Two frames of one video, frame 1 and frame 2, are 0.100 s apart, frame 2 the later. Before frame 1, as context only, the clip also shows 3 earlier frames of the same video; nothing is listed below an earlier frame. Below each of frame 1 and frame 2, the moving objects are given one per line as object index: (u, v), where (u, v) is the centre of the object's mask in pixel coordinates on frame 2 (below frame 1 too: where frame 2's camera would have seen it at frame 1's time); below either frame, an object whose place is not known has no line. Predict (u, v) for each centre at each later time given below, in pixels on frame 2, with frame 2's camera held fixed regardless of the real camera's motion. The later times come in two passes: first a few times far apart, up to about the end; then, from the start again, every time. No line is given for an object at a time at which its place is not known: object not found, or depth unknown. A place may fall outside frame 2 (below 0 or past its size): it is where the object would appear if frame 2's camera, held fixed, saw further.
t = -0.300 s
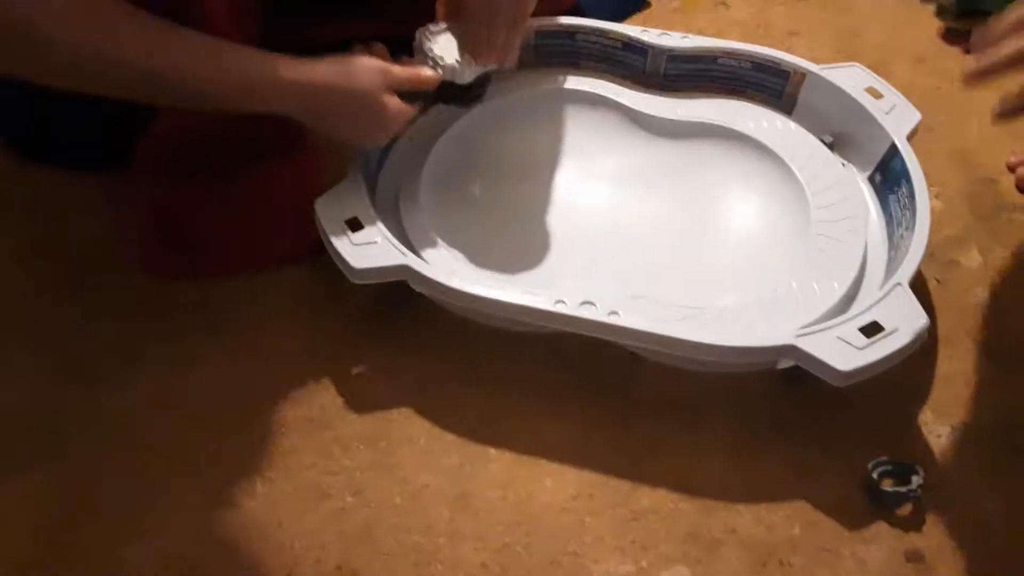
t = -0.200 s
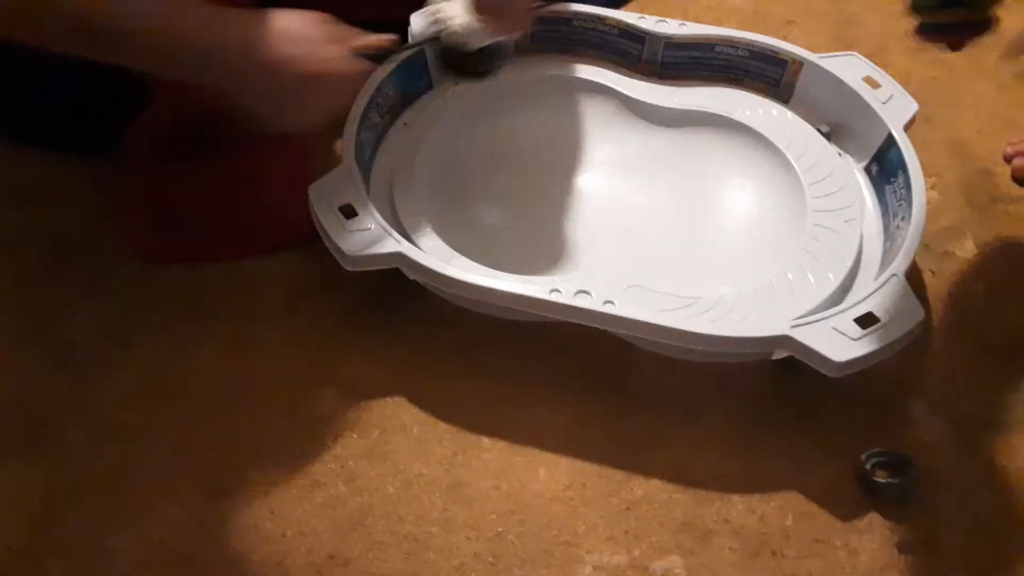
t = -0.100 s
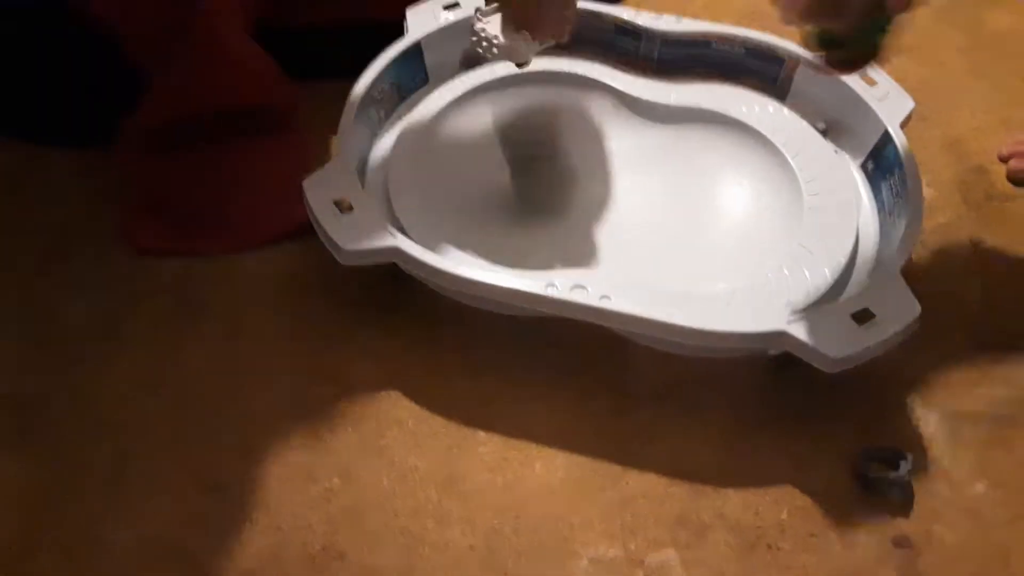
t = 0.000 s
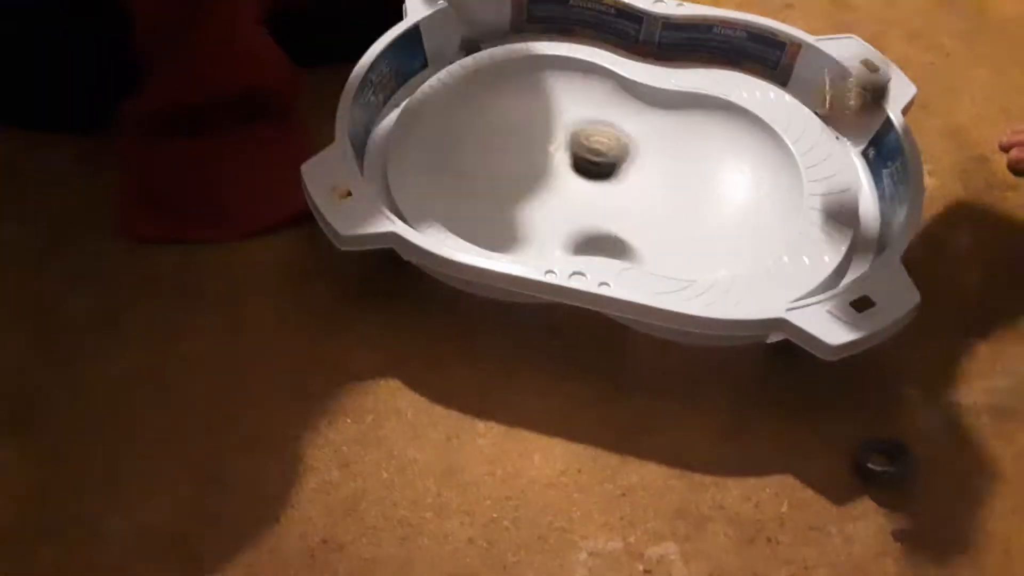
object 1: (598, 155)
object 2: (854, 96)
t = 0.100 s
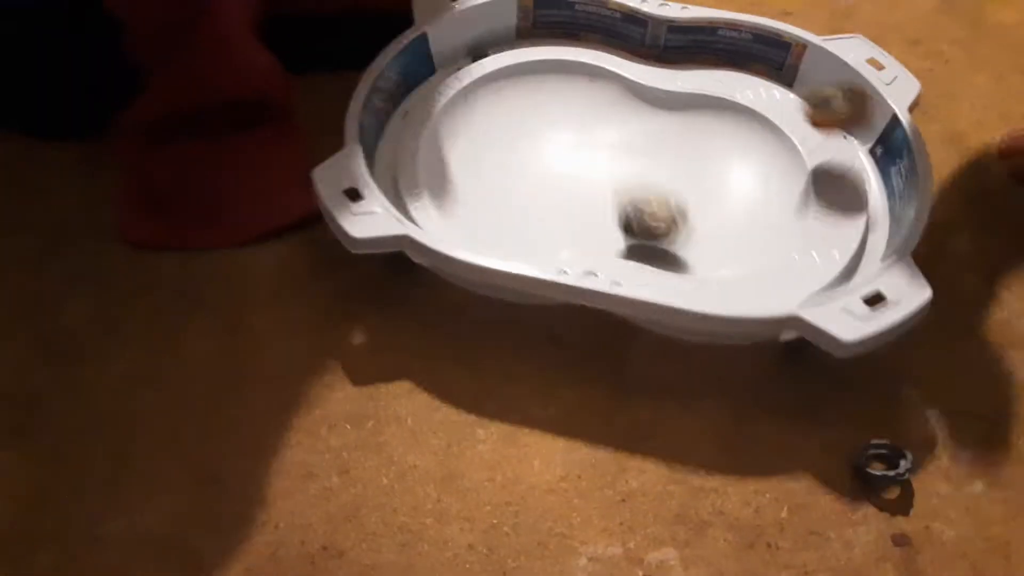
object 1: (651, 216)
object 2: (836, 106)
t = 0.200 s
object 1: (719, 229)
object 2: (764, 102)
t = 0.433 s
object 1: (714, 117)
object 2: (575, 189)
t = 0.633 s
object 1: (553, 180)
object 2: (486, 204)
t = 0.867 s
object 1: (557, 188)
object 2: (478, 153)
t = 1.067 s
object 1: (539, 209)
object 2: (550, 99)
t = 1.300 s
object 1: (521, 191)
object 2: (551, 158)
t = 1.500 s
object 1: (485, 204)
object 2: (513, 163)
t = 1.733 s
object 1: (533, 188)
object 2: (464, 174)
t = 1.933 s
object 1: (518, 154)
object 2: (461, 187)
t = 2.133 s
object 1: (499, 131)
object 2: (492, 184)
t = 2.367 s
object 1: (536, 83)
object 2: (545, 218)
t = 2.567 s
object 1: (541, 143)
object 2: (599, 206)
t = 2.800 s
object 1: (558, 137)
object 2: (621, 184)
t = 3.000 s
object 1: (532, 132)
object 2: (620, 166)
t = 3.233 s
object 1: (531, 163)
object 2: (589, 153)
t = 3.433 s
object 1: (506, 192)
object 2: (597, 145)
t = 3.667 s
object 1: (534, 204)
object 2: (585, 157)
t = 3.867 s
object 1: (517, 179)
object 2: (598, 174)
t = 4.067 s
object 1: (480, 169)
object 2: (609, 192)
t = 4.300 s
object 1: (480, 167)
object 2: (620, 209)
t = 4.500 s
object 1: (505, 153)
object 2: (628, 216)
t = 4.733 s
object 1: (530, 123)
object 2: (634, 211)
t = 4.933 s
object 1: (540, 104)
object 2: (629, 196)
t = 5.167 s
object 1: (548, 113)
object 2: (615, 169)
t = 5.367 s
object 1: (526, 109)
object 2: (650, 186)
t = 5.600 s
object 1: (509, 146)
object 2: (704, 216)
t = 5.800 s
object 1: (524, 173)
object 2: (723, 219)
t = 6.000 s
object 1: (555, 185)
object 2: (707, 218)
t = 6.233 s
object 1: (595, 191)
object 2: (668, 214)
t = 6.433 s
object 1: (579, 170)
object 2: (676, 211)
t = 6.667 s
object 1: (553, 138)
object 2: (673, 197)
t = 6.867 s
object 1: (525, 114)
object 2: (669, 185)
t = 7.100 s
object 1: (499, 117)
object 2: (661, 175)
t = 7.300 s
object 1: (509, 144)
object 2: (647, 172)
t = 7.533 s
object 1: (546, 163)
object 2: (628, 179)
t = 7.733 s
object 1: (537, 167)
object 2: (634, 188)
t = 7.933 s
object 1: (519, 173)
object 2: (636, 196)
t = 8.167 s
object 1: (509, 172)
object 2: (631, 200)
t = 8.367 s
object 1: (516, 164)
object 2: (619, 195)
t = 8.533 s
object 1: (523, 152)
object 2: (611, 186)
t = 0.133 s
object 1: (674, 233)
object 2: (818, 94)
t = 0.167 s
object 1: (698, 228)
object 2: (796, 90)
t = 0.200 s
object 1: (719, 229)
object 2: (764, 102)
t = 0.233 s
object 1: (738, 214)
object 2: (735, 121)
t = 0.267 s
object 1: (754, 207)
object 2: (700, 165)
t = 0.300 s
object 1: (757, 187)
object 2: (677, 166)
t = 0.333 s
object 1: (757, 169)
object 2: (650, 172)
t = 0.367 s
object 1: (747, 151)
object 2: (622, 180)
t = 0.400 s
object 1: (730, 132)
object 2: (598, 184)
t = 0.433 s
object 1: (714, 117)
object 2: (575, 189)
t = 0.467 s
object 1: (692, 107)
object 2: (553, 194)
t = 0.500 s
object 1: (670, 114)
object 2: (534, 197)
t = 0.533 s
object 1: (642, 137)
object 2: (518, 199)
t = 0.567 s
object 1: (611, 165)
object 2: (504, 201)
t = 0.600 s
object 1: (581, 172)
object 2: (494, 202)
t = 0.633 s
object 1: (553, 180)
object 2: (486, 204)
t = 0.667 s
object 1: (552, 184)
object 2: (463, 185)
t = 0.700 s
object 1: (561, 184)
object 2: (459, 163)
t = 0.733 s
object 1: (566, 185)
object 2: (457, 151)
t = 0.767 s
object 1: (568, 186)
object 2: (455, 150)
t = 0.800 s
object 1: (567, 186)
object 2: (454, 157)
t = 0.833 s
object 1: (562, 187)
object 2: (461, 178)
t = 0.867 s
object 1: (557, 188)
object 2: (478, 153)
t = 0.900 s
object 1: (551, 189)
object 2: (494, 170)
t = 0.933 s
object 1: (546, 193)
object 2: (508, 162)
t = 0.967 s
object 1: (543, 202)
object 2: (521, 146)
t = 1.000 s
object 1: (540, 205)
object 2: (532, 130)
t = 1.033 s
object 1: (538, 208)
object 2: (542, 111)
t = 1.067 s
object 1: (539, 209)
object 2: (550, 99)
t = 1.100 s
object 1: (541, 207)
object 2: (558, 95)
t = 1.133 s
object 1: (543, 206)
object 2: (562, 67)
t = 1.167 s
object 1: (544, 204)
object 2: (565, 100)
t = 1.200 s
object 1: (542, 201)
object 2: (564, 114)
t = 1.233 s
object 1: (537, 196)
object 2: (560, 131)
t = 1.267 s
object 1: (531, 194)
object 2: (555, 147)
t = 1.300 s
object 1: (521, 191)
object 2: (551, 158)
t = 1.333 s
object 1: (503, 196)
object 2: (548, 163)
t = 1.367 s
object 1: (489, 199)
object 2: (544, 165)
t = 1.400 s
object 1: (480, 201)
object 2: (538, 165)
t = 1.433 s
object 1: (475, 202)
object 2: (529, 166)
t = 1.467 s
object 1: (477, 205)
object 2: (521, 166)
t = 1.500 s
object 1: (485, 204)
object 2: (513, 163)
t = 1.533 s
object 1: (495, 205)
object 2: (503, 160)
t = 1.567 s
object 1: (507, 204)
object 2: (492, 161)
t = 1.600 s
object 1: (517, 202)
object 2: (484, 166)
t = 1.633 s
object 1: (523, 200)
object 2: (478, 172)
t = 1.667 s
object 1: (528, 196)
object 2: (474, 174)
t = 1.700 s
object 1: (532, 192)
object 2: (468, 174)
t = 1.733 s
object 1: (533, 188)
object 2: (464, 174)
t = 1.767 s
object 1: (534, 183)
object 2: (461, 175)
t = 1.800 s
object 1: (533, 177)
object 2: (459, 178)
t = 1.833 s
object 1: (530, 172)
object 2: (458, 180)
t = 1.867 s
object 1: (526, 166)
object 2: (458, 182)
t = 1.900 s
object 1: (522, 160)
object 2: (460, 184)
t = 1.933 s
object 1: (518, 154)
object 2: (461, 187)
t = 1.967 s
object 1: (517, 148)
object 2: (463, 189)
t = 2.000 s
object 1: (514, 144)
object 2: (467, 191)
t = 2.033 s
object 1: (511, 140)
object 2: (473, 193)
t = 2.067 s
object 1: (507, 136)
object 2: (480, 193)
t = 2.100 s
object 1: (503, 133)
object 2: (486, 182)
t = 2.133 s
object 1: (499, 131)
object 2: (492, 184)
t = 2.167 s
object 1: (499, 124)
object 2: (496, 188)
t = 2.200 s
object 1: (506, 103)
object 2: (497, 207)
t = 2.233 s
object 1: (513, 86)
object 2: (502, 215)
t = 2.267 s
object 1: (518, 73)
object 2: (510, 218)
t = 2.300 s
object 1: (524, 67)
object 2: (521, 219)
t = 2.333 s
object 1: (531, 74)
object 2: (534, 219)
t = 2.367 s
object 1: (536, 83)
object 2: (545, 218)
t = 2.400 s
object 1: (538, 99)
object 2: (557, 217)
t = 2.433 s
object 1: (539, 111)
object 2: (567, 215)
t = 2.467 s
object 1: (540, 122)
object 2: (576, 214)
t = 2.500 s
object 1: (540, 132)
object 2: (584, 212)
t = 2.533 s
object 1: (539, 138)
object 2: (592, 209)
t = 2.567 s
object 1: (541, 143)
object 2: (599, 206)
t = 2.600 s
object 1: (543, 145)
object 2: (605, 203)
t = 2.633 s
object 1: (547, 146)
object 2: (609, 200)
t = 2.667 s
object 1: (552, 146)
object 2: (612, 196)
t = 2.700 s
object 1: (557, 146)
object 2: (613, 192)
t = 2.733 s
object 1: (562, 145)
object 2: (614, 188)
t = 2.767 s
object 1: (561, 141)
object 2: (618, 186)
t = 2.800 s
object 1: (558, 137)
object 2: (621, 184)
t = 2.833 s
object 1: (555, 134)
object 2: (623, 181)
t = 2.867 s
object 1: (551, 132)
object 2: (624, 178)
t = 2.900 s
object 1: (547, 130)
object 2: (623, 175)
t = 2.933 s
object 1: (542, 129)
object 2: (623, 172)
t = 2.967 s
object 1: (537, 130)
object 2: (622, 169)
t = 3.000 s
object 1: (532, 132)
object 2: (620, 166)
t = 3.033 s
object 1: (528, 136)
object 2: (617, 163)
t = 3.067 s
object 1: (526, 140)
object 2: (614, 161)
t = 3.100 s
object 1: (525, 145)
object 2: (609, 159)
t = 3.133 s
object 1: (525, 150)
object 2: (605, 157)
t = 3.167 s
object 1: (527, 154)
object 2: (600, 155)
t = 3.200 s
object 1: (528, 159)
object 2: (594, 154)
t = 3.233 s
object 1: (531, 163)
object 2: (589, 153)
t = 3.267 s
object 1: (532, 167)
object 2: (587, 153)
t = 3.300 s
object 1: (525, 174)
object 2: (590, 150)
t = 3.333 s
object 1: (514, 179)
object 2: (597, 148)
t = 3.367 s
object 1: (509, 184)
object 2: (599, 146)
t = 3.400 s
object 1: (506, 188)
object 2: (598, 146)
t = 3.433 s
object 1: (506, 192)
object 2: (597, 145)
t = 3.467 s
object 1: (506, 197)
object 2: (595, 145)
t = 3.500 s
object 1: (508, 200)
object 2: (594, 145)
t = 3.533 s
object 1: (512, 203)
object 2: (592, 146)
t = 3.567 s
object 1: (517, 205)
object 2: (590, 148)
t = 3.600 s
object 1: (523, 206)
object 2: (588, 151)
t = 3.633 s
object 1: (529, 205)
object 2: (586, 154)
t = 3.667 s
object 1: (534, 204)
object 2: (585, 157)
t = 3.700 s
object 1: (537, 201)
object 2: (585, 161)
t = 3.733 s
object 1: (537, 196)
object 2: (586, 163)
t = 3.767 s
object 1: (537, 190)
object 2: (586, 166)
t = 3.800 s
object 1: (534, 186)
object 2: (587, 170)
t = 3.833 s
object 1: (526, 183)
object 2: (593, 171)
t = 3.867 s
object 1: (517, 179)
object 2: (598, 174)
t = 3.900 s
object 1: (510, 177)
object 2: (601, 177)
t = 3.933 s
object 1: (503, 174)
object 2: (603, 180)
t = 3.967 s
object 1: (496, 172)
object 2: (604, 183)
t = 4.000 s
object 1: (490, 171)
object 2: (606, 186)
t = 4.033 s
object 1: (485, 170)
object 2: (608, 189)
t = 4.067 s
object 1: (480, 169)
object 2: (609, 192)
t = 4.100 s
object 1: (477, 168)
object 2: (611, 195)
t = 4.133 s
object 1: (474, 168)
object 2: (613, 197)
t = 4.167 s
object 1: (472, 168)
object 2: (614, 200)
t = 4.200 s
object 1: (473, 167)
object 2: (615, 202)
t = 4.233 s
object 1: (474, 168)
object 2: (617, 203)
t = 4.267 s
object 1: (476, 168)
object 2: (618, 206)
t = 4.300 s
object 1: (480, 167)
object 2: (620, 209)
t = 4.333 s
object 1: (483, 166)
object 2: (622, 211)
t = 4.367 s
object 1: (488, 165)
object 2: (624, 212)
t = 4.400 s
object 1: (492, 163)
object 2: (625, 213)
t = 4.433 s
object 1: (496, 160)
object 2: (626, 215)
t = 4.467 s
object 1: (501, 157)
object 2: (627, 215)
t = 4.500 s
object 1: (505, 153)
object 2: (628, 216)
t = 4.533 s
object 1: (509, 149)
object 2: (630, 216)
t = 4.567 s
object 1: (513, 145)
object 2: (631, 216)
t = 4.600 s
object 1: (516, 141)
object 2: (632, 216)
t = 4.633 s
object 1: (521, 136)
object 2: (633, 216)
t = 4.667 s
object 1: (525, 132)
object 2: (634, 215)
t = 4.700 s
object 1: (527, 127)
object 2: (634, 213)
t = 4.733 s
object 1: (530, 123)
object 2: (634, 211)
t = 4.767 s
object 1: (533, 119)
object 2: (634, 209)
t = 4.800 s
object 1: (535, 115)
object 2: (633, 207)
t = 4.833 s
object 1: (536, 111)
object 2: (633, 205)
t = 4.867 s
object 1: (538, 109)
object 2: (632, 202)
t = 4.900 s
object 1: (539, 106)
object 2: (631, 199)
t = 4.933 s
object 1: (540, 104)
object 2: (629, 196)
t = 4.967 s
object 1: (541, 103)
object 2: (628, 193)
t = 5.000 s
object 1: (542, 103)
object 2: (626, 188)
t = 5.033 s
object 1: (542, 103)
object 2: (624, 185)
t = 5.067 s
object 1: (543, 105)
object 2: (622, 181)
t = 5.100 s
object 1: (544, 108)
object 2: (620, 177)
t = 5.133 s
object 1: (546, 110)
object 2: (617, 173)
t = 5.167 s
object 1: (548, 113)
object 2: (615, 169)
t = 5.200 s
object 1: (550, 116)
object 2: (611, 166)
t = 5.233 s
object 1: (552, 119)
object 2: (608, 162)
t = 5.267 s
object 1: (547, 115)
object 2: (615, 165)
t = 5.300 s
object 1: (538, 110)
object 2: (627, 171)
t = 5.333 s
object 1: (531, 108)
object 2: (639, 179)
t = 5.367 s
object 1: (526, 109)
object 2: (650, 186)
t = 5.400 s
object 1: (522, 113)
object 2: (659, 193)
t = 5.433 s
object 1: (517, 118)
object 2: (667, 199)
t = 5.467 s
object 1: (514, 123)
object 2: (675, 204)
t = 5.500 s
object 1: (511, 128)
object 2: (682, 207)
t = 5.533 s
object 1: (509, 134)
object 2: (690, 211)
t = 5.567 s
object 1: (508, 140)
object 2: (697, 214)
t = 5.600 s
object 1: (509, 146)
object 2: (704, 216)
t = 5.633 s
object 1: (510, 151)
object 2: (709, 218)
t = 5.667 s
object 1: (512, 156)
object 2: (714, 218)
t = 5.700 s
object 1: (514, 161)
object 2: (717, 218)
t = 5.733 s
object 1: (517, 165)
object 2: (720, 218)
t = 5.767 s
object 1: (520, 170)
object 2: (722, 219)
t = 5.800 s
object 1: (524, 173)
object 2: (723, 219)
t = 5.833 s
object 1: (529, 177)
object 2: (722, 219)
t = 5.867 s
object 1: (534, 179)
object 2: (721, 219)
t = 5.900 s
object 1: (538, 180)
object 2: (719, 219)
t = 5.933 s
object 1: (544, 182)
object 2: (716, 219)
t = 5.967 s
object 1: (550, 183)
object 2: (712, 219)
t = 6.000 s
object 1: (555, 185)
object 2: (707, 218)
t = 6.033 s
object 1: (561, 186)
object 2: (702, 218)
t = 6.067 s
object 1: (567, 187)
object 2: (696, 218)
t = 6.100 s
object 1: (573, 188)
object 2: (690, 217)
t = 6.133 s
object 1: (578, 189)
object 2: (685, 217)
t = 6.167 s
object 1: (583, 190)
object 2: (679, 216)
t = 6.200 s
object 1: (589, 191)
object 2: (673, 215)
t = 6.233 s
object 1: (595, 191)
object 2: (668, 214)
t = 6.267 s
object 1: (595, 189)
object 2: (668, 214)
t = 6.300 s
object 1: (590, 185)
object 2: (673, 215)
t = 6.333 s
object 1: (587, 182)
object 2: (676, 215)
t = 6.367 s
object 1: (585, 178)
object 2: (677, 214)
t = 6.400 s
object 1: (582, 174)
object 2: (677, 212)
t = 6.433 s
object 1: (579, 170)
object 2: (676, 211)
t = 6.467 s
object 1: (575, 166)
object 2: (676, 210)
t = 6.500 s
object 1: (572, 162)
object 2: (676, 208)
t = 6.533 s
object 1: (569, 158)
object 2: (675, 206)
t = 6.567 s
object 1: (565, 153)
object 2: (675, 204)
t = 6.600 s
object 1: (561, 148)
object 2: (674, 202)
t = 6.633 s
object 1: (557, 143)
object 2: (673, 198)
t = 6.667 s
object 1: (553, 138)
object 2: (673, 197)
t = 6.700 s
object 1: (549, 133)
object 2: (673, 195)
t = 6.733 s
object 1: (544, 128)
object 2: (672, 193)
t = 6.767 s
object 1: (540, 124)
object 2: (672, 191)
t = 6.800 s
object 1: (535, 120)
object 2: (671, 189)
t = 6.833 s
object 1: (530, 117)
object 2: (671, 187)
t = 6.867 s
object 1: (525, 114)
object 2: (669, 185)
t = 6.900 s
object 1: (521, 112)
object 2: (668, 182)
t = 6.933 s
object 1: (516, 111)
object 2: (667, 181)
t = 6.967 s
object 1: (512, 110)
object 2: (666, 180)
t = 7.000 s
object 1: (508, 110)
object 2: (665, 178)
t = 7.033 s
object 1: (505, 112)
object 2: (664, 177)
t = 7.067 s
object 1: (501, 114)
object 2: (663, 175)
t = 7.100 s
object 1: (499, 117)
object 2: (661, 175)
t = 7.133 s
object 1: (498, 121)
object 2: (659, 173)
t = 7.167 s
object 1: (498, 125)
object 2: (658, 173)
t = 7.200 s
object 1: (499, 130)
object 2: (656, 172)
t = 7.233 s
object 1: (502, 135)
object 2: (653, 172)
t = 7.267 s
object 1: (505, 140)
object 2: (650, 172)
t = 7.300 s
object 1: (509, 144)
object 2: (647, 172)
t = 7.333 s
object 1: (513, 148)
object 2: (645, 173)
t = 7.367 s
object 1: (518, 151)
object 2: (641, 173)
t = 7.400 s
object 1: (523, 155)
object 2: (639, 174)
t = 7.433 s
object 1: (530, 157)
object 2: (636, 175)
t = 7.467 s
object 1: (535, 159)
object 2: (633, 176)
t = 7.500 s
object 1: (541, 162)
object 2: (631, 177)
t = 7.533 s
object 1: (546, 163)
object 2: (628, 179)
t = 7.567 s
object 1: (552, 165)
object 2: (625, 180)
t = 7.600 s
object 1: (554, 167)
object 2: (624, 181)
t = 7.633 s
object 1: (549, 167)
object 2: (629, 182)
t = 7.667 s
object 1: (543, 167)
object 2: (632, 184)
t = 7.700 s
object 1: (539, 168)
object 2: (633, 186)
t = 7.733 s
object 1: (537, 167)
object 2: (634, 188)
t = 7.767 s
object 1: (534, 169)
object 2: (635, 189)
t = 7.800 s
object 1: (531, 169)
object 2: (636, 190)
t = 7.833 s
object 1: (528, 171)
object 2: (636, 192)
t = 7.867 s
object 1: (525, 172)
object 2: (636, 193)
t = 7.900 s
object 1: (522, 173)
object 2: (636, 194)
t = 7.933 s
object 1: (519, 173)
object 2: (636, 196)
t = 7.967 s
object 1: (517, 173)
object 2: (636, 196)
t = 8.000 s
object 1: (514, 173)
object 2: (636, 198)
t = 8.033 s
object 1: (512, 173)
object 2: (635, 199)
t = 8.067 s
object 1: (511, 173)
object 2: (634, 199)
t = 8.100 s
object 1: (510, 173)
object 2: (633, 200)
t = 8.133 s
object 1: (509, 173)
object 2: (632, 200)
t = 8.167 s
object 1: (509, 172)
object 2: (631, 200)
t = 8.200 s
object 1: (511, 172)
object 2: (629, 199)
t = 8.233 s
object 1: (511, 171)
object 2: (627, 199)
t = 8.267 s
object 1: (513, 170)
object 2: (625, 198)
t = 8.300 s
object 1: (513, 168)
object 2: (623, 198)
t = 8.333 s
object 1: (514, 166)
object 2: (621, 197)
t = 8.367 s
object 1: (516, 164)
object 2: (619, 195)
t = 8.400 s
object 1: (517, 161)
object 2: (618, 193)
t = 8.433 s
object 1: (518, 159)
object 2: (616, 191)
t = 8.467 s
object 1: (520, 157)
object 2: (615, 190)
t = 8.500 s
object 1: (521, 154)
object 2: (613, 188)
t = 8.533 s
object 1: (523, 152)
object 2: (611, 186)
